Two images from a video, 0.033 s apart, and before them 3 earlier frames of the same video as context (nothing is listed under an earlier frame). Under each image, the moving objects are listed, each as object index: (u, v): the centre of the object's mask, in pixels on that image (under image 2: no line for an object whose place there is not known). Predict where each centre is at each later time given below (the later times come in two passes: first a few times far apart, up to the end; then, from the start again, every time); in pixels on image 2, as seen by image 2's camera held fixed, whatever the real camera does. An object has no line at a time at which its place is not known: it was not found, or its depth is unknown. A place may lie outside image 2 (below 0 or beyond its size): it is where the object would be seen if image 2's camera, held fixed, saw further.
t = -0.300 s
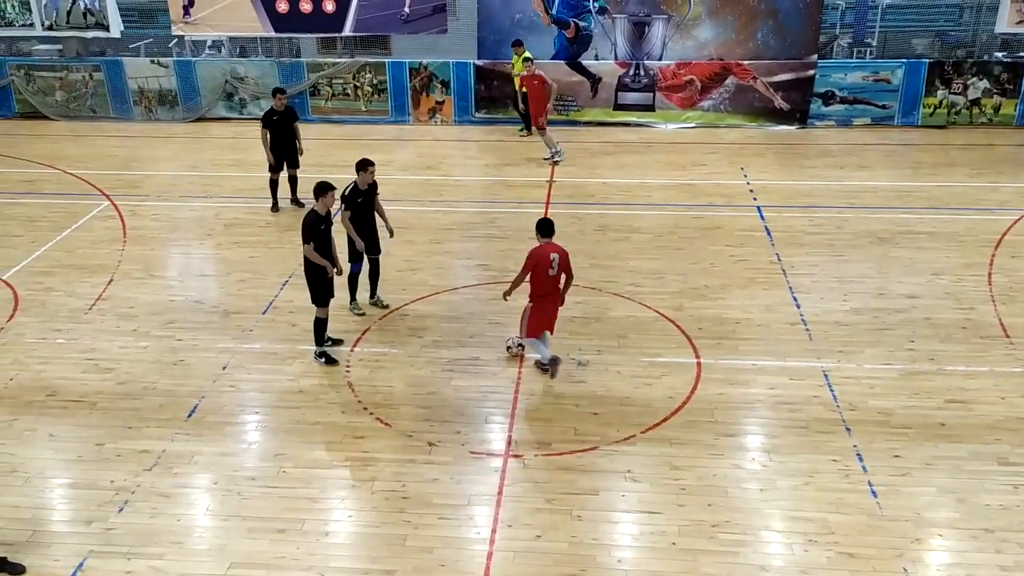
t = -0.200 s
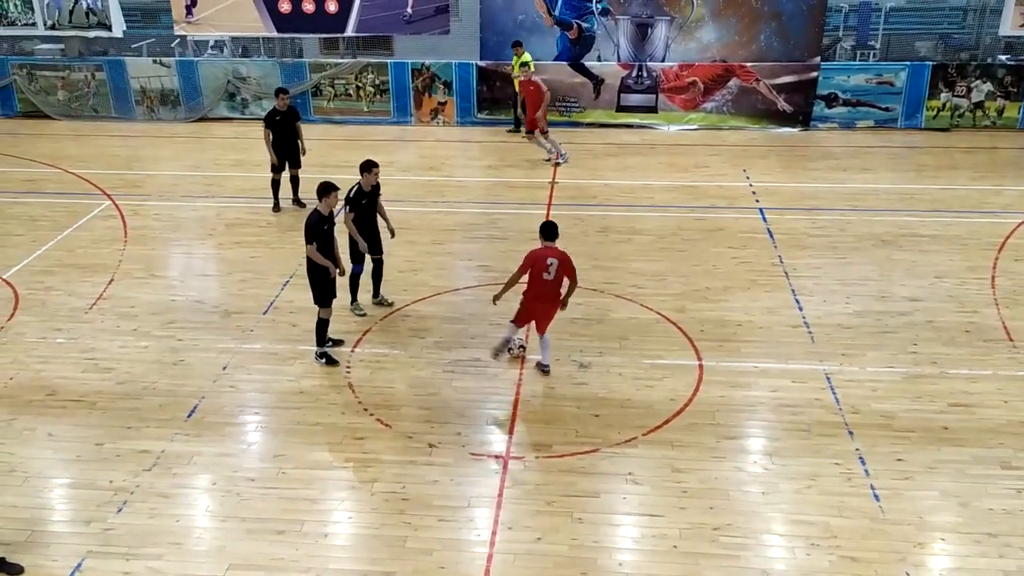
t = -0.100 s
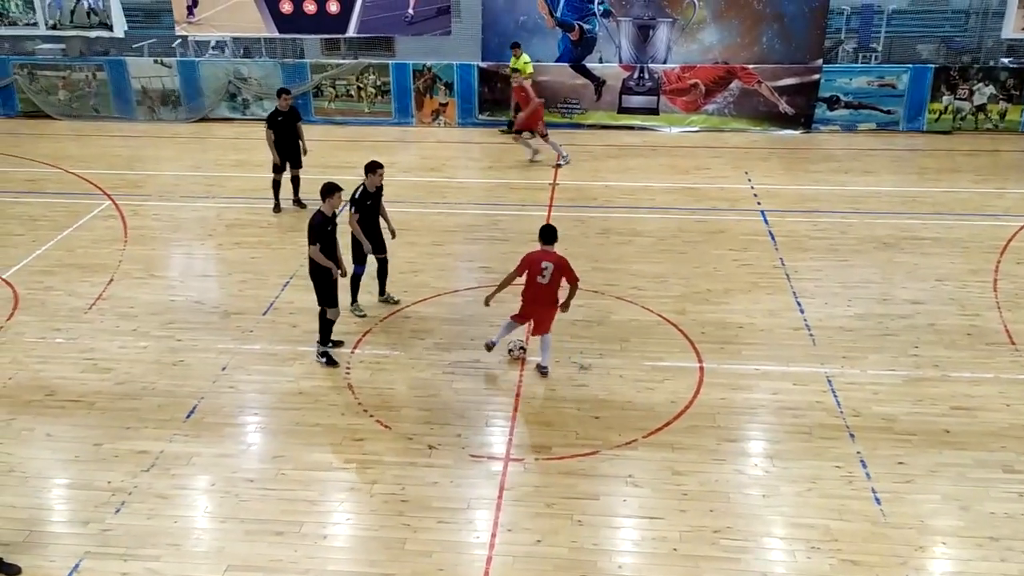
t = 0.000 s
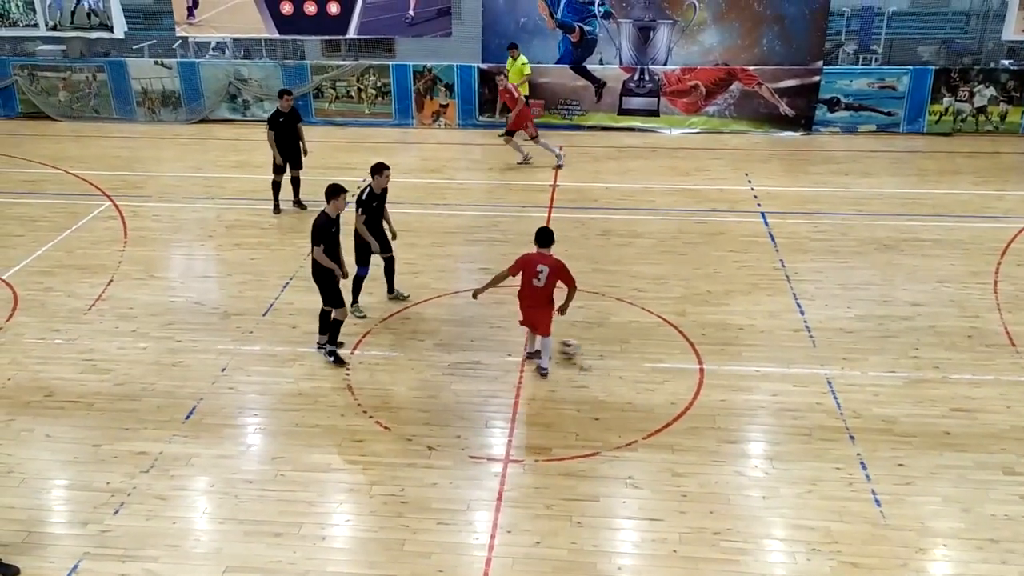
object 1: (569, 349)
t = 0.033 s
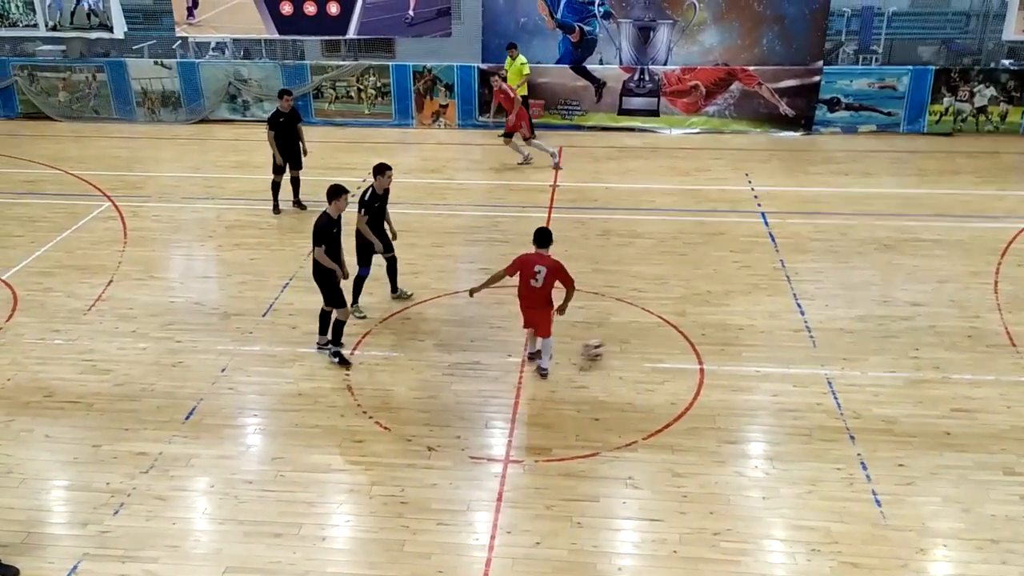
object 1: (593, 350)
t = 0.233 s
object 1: (731, 354)
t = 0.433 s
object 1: (852, 359)
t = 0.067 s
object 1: (618, 351)
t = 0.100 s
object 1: (641, 353)
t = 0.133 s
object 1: (664, 353)
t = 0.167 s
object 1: (687, 354)
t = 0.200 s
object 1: (710, 354)
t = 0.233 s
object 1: (731, 354)
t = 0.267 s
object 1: (751, 355)
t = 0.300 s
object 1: (773, 356)
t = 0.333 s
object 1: (793, 357)
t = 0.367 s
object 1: (813, 357)
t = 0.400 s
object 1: (833, 357)
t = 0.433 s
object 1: (852, 359)
